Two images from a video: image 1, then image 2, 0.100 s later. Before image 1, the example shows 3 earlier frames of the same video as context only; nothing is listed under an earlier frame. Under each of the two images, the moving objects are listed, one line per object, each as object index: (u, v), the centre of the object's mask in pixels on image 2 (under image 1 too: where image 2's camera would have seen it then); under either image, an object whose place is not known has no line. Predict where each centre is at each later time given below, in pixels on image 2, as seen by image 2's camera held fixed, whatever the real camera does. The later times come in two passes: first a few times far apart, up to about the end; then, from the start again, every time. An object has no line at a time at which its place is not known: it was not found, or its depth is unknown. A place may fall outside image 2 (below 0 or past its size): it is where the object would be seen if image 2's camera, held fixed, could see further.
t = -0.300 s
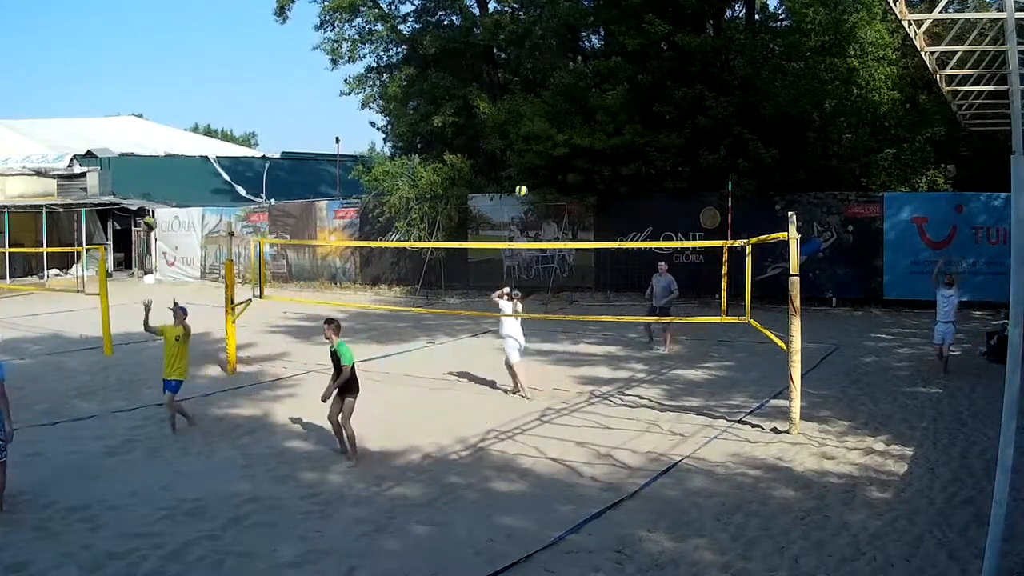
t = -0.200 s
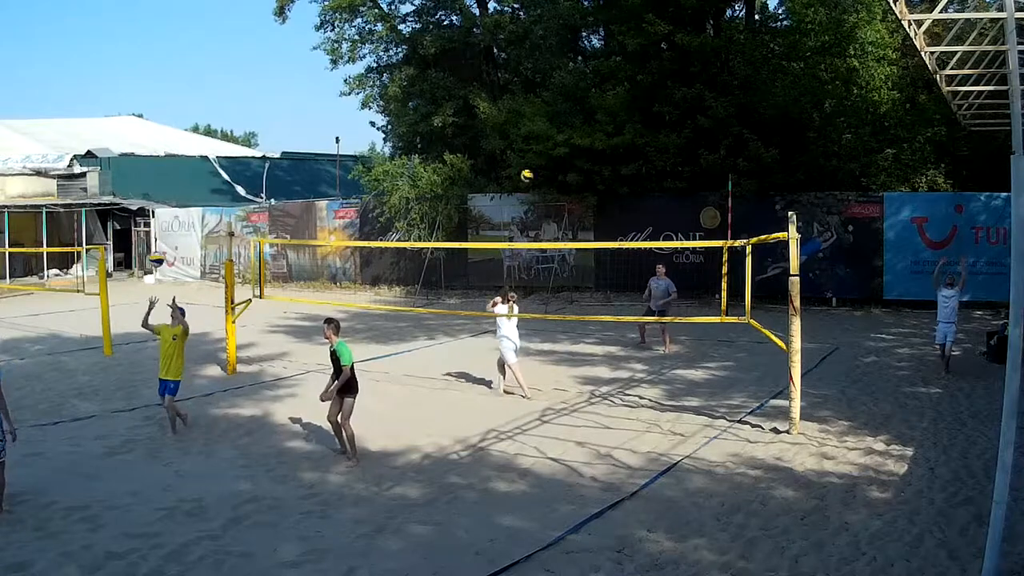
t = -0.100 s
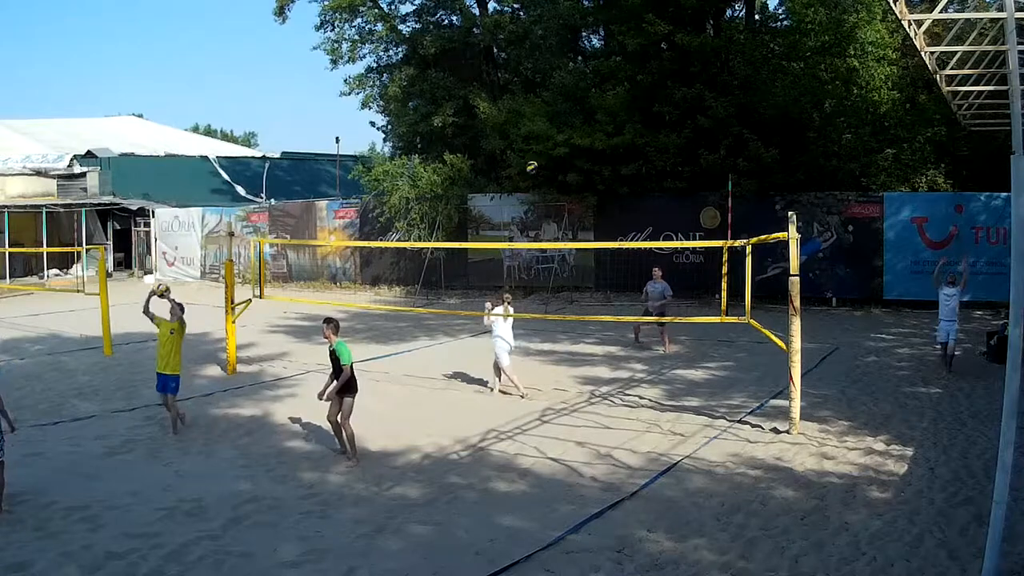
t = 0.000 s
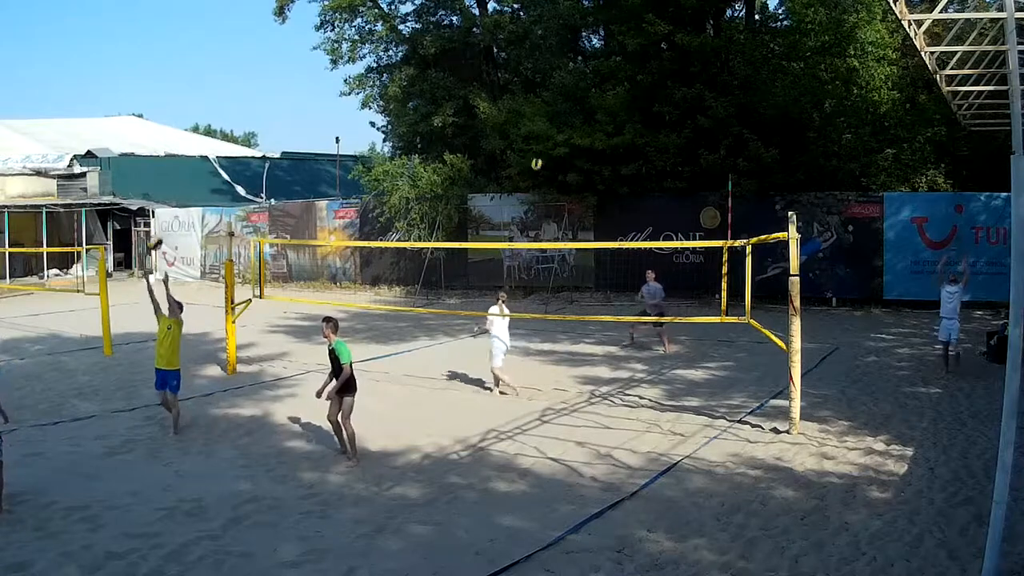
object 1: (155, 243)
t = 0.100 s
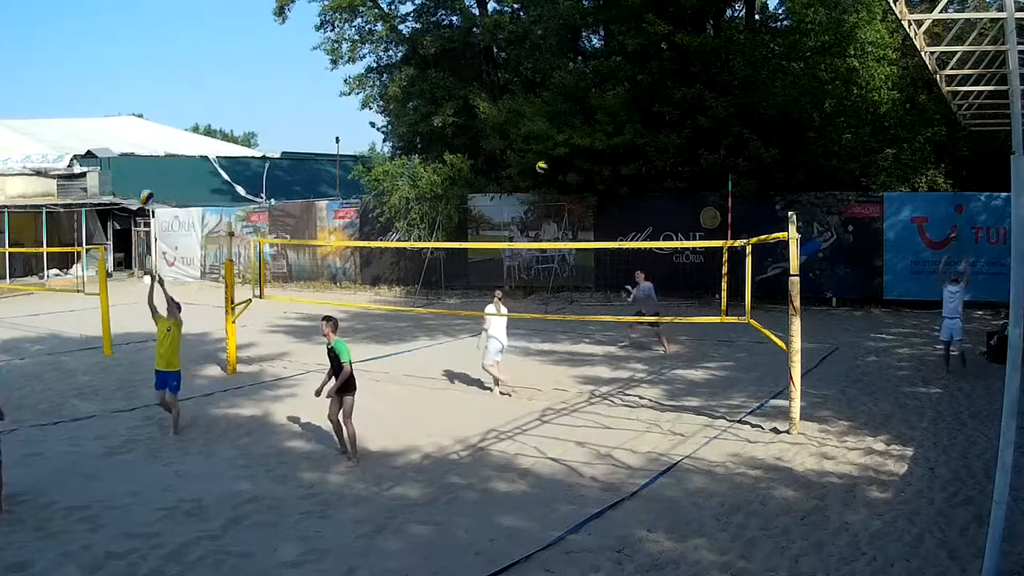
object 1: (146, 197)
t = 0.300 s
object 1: (129, 129)
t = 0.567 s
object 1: (105, 86)
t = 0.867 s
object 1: (72, 106)
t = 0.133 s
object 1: (143, 183)
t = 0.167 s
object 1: (140, 170)
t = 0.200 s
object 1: (137, 159)
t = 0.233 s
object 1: (134, 148)
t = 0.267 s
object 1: (131, 138)
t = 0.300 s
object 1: (129, 129)
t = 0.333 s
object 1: (126, 121)
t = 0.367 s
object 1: (123, 113)
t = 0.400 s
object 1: (120, 107)
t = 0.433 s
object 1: (117, 101)
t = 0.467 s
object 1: (114, 95)
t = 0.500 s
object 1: (110, 91)
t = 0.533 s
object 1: (107, 89)
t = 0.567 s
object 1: (105, 86)
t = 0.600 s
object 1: (101, 85)
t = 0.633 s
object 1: (98, 84)
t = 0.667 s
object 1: (94, 85)
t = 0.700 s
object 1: (90, 86)
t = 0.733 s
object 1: (87, 88)
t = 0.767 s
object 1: (84, 91)
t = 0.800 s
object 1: (80, 95)
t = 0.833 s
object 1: (76, 101)
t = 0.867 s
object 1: (72, 106)
